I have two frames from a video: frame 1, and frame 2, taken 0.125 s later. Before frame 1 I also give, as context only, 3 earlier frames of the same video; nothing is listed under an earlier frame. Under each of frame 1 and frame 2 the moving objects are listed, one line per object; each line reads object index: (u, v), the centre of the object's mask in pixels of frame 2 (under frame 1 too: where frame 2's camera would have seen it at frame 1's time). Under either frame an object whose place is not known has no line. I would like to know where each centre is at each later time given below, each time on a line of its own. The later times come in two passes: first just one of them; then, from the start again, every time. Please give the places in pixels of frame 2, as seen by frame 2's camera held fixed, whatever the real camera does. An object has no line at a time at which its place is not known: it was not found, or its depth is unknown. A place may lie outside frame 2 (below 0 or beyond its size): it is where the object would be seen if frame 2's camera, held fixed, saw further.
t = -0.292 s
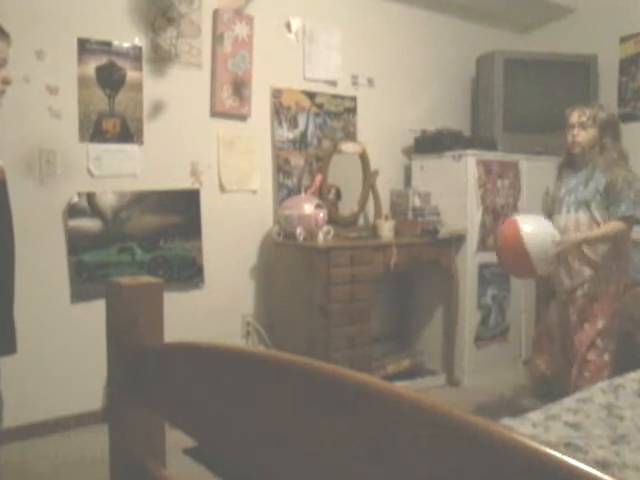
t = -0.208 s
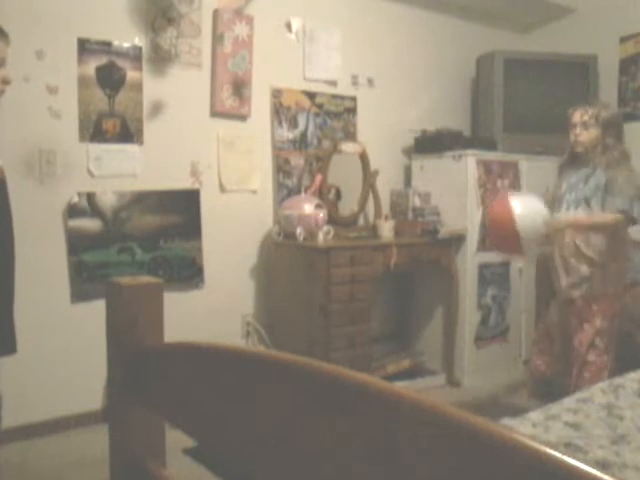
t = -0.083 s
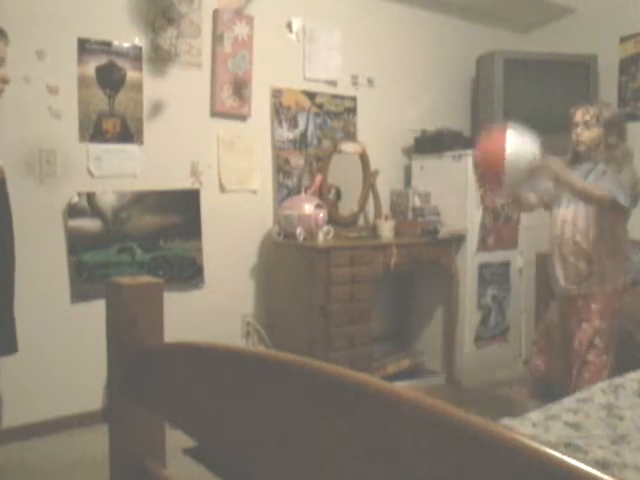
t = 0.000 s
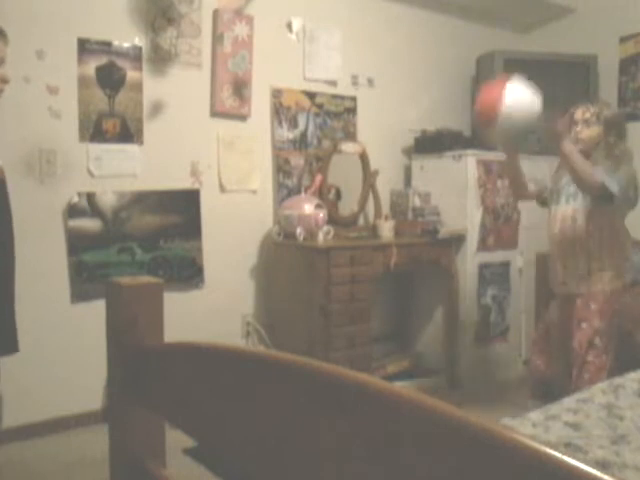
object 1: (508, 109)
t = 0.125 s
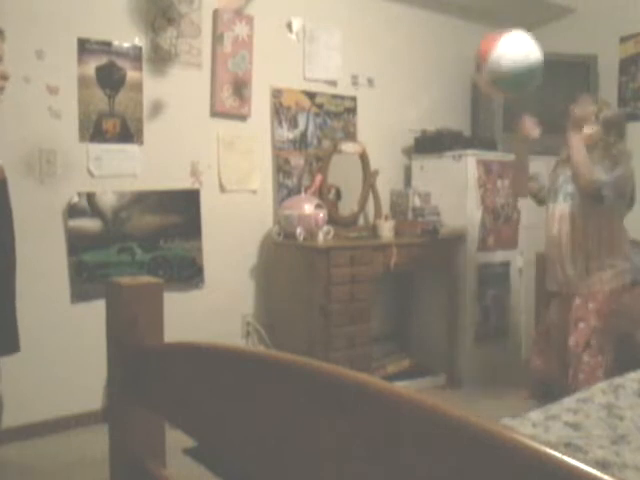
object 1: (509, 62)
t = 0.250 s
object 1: (510, 43)
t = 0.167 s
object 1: (509, 53)
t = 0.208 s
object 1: (511, 46)
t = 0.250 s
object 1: (510, 43)
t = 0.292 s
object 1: (509, 44)
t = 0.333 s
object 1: (509, 47)
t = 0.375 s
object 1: (509, 52)
